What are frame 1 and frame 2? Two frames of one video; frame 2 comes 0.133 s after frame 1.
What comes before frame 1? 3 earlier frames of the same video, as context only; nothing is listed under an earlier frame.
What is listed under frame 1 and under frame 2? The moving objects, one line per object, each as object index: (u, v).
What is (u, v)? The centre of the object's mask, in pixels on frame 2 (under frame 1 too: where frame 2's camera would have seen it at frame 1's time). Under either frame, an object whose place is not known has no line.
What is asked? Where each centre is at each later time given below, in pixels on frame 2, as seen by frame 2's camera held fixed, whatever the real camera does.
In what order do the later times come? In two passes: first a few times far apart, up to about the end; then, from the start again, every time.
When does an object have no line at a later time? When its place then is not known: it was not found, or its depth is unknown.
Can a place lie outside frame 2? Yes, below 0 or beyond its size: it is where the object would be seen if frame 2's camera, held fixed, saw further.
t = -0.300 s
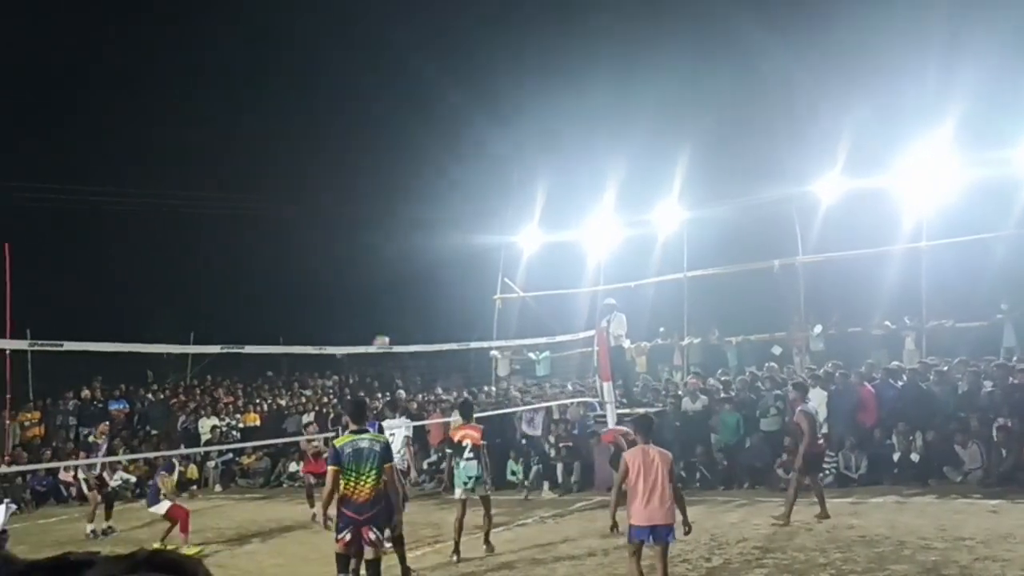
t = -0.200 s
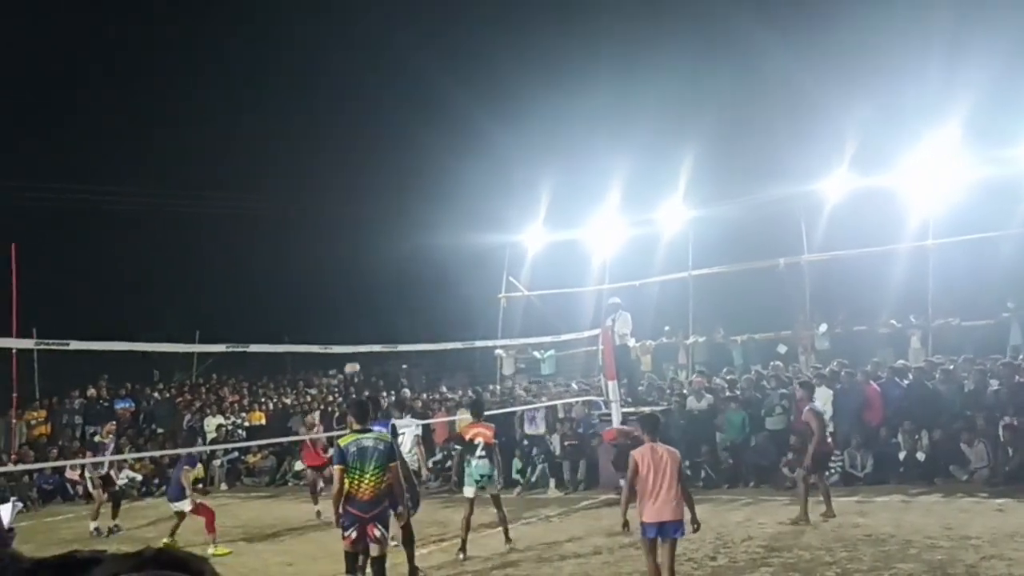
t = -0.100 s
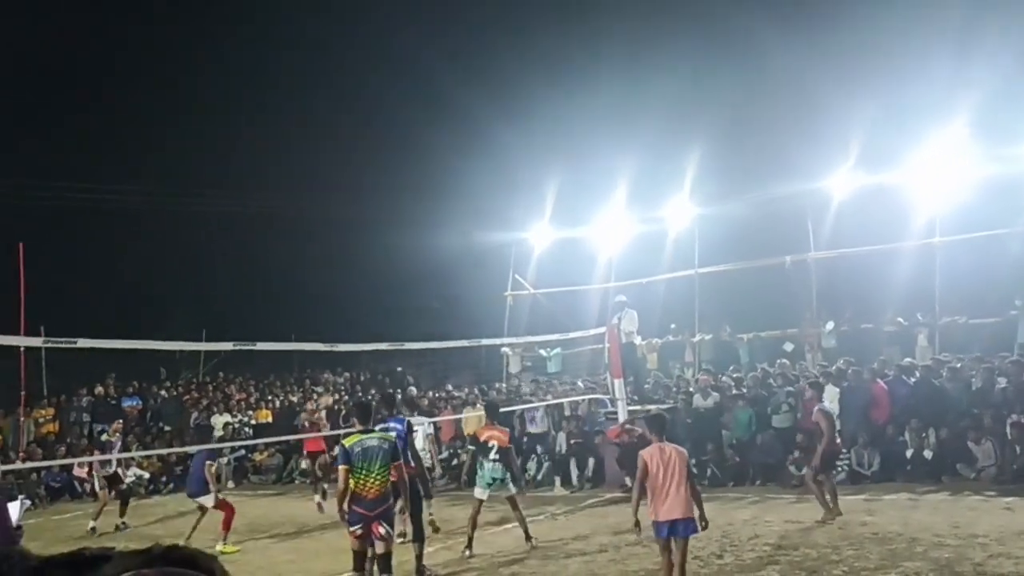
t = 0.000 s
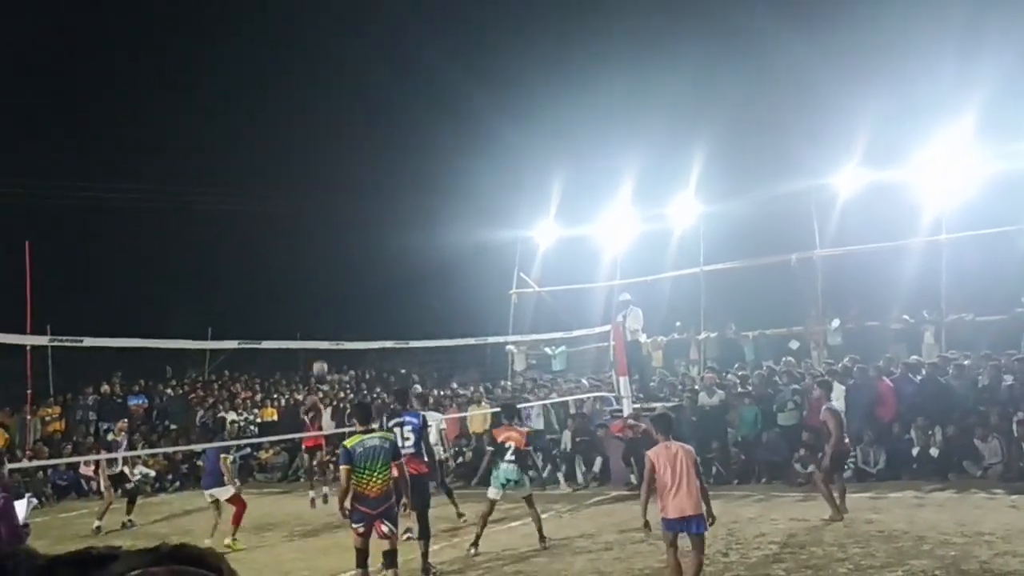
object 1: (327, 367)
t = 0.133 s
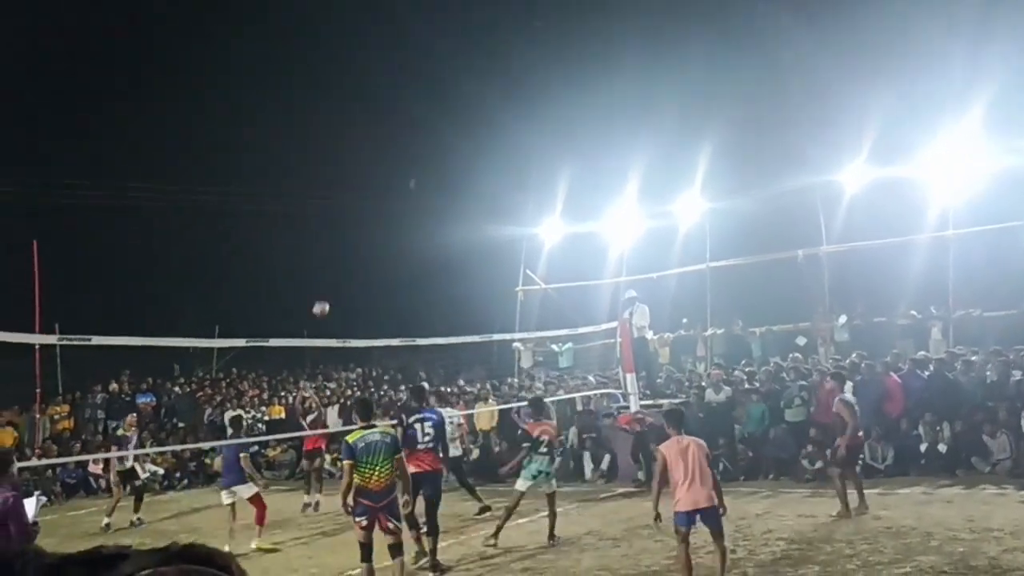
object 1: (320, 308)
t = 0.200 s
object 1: (318, 284)
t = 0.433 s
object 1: (309, 220)
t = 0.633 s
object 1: (302, 193)
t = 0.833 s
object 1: (298, 195)
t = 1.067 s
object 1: (294, 236)
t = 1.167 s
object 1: (294, 269)
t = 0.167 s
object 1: (319, 296)
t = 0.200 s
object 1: (318, 284)
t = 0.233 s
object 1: (316, 273)
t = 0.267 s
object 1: (315, 262)
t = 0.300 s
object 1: (314, 253)
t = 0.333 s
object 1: (313, 243)
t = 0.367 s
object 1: (311, 235)
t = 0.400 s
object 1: (310, 227)
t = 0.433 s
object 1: (309, 220)
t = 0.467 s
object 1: (307, 213)
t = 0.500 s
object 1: (307, 208)
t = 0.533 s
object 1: (306, 203)
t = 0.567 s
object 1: (305, 199)
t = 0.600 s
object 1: (304, 196)
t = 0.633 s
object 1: (302, 193)
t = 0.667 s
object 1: (302, 191)
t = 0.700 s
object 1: (301, 190)
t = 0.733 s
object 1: (300, 190)
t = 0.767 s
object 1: (299, 191)
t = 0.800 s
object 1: (298, 192)
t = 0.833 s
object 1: (298, 195)
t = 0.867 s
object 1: (297, 198)
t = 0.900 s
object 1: (297, 202)
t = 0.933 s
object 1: (296, 206)
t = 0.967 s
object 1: (296, 212)
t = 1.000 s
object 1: (295, 219)
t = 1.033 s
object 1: (295, 227)
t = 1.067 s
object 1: (294, 236)
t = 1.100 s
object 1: (294, 246)
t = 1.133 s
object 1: (294, 257)
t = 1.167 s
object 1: (294, 269)
